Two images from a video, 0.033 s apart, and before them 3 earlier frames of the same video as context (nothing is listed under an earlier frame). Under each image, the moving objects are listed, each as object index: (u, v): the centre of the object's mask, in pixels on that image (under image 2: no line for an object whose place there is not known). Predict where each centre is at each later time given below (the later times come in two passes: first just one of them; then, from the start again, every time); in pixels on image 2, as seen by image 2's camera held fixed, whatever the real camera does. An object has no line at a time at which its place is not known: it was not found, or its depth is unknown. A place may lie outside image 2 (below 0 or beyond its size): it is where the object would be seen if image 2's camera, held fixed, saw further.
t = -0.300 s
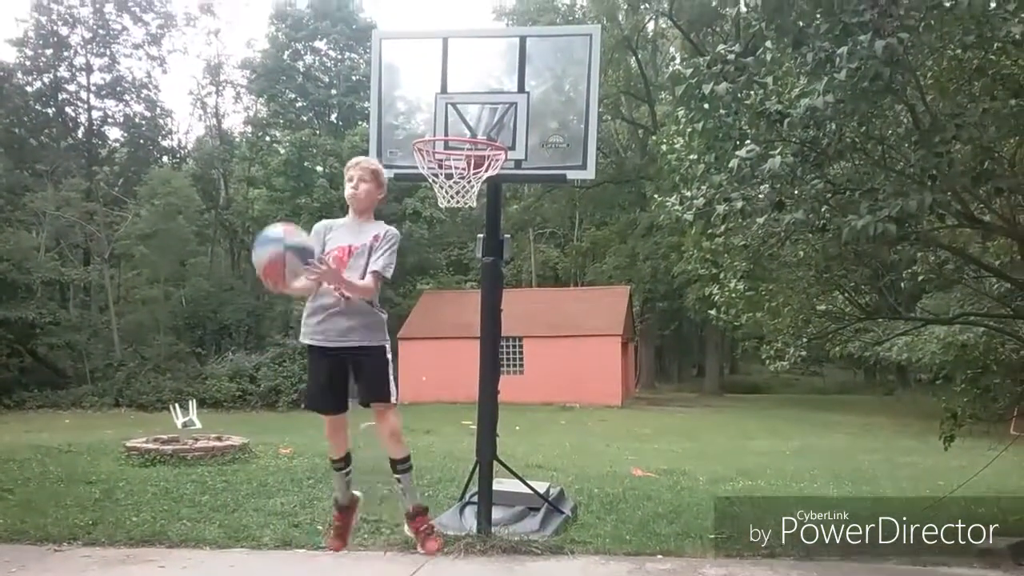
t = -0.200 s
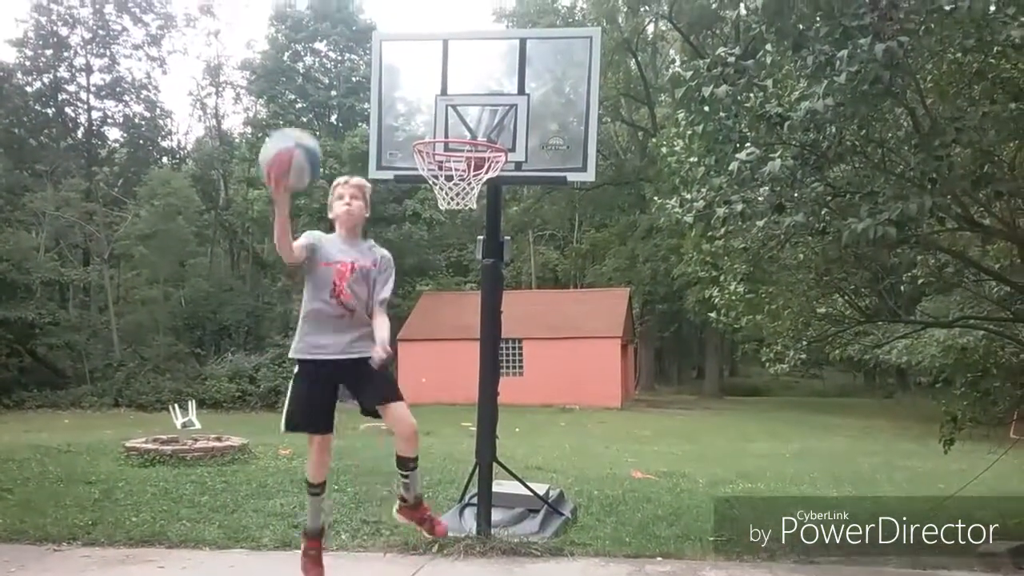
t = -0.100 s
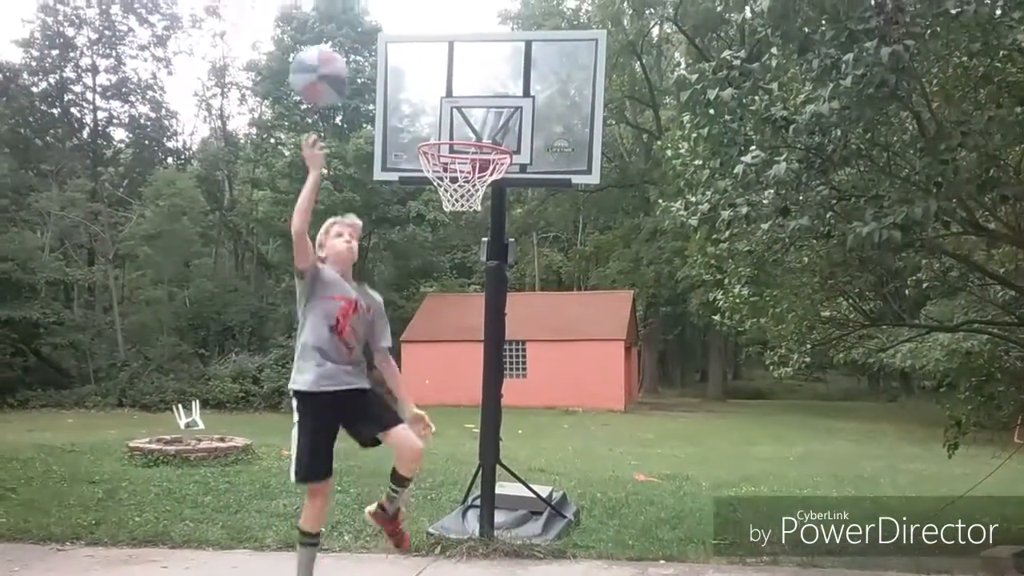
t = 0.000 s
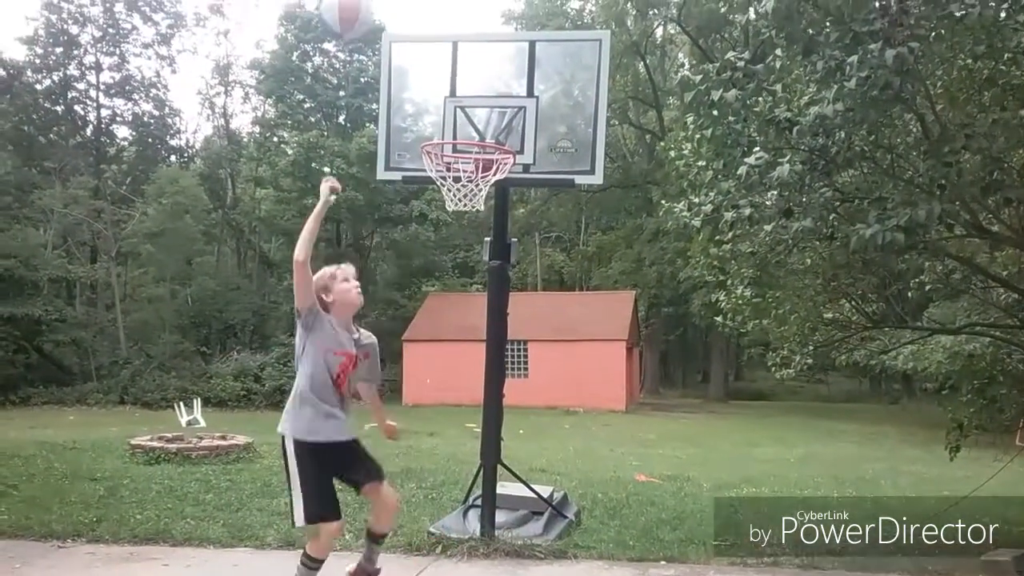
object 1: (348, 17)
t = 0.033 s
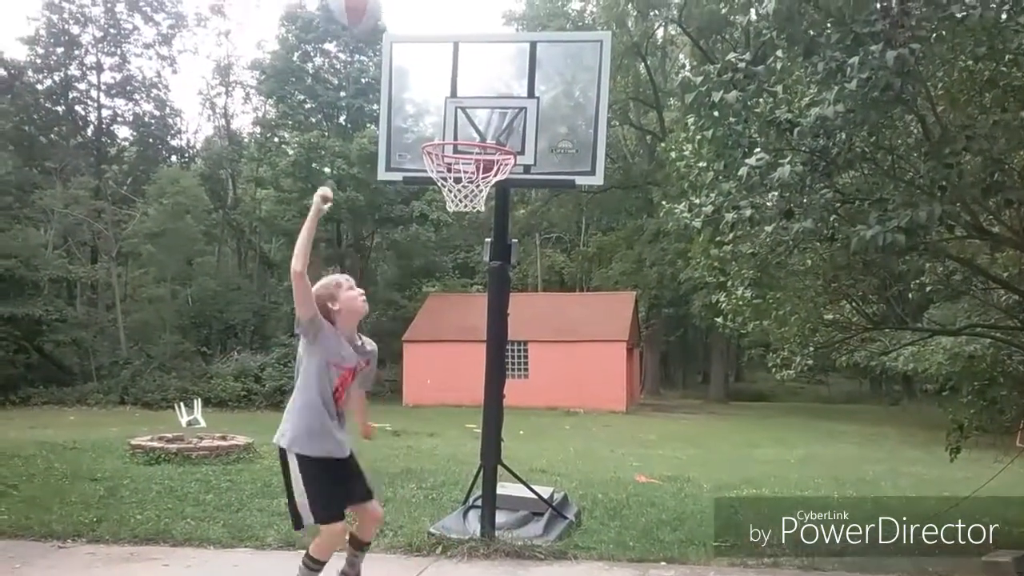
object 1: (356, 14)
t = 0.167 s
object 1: (382, 2)
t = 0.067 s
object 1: (363, 10)
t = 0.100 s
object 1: (371, 5)
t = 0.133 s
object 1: (374, 4)
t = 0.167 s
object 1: (382, 2)
